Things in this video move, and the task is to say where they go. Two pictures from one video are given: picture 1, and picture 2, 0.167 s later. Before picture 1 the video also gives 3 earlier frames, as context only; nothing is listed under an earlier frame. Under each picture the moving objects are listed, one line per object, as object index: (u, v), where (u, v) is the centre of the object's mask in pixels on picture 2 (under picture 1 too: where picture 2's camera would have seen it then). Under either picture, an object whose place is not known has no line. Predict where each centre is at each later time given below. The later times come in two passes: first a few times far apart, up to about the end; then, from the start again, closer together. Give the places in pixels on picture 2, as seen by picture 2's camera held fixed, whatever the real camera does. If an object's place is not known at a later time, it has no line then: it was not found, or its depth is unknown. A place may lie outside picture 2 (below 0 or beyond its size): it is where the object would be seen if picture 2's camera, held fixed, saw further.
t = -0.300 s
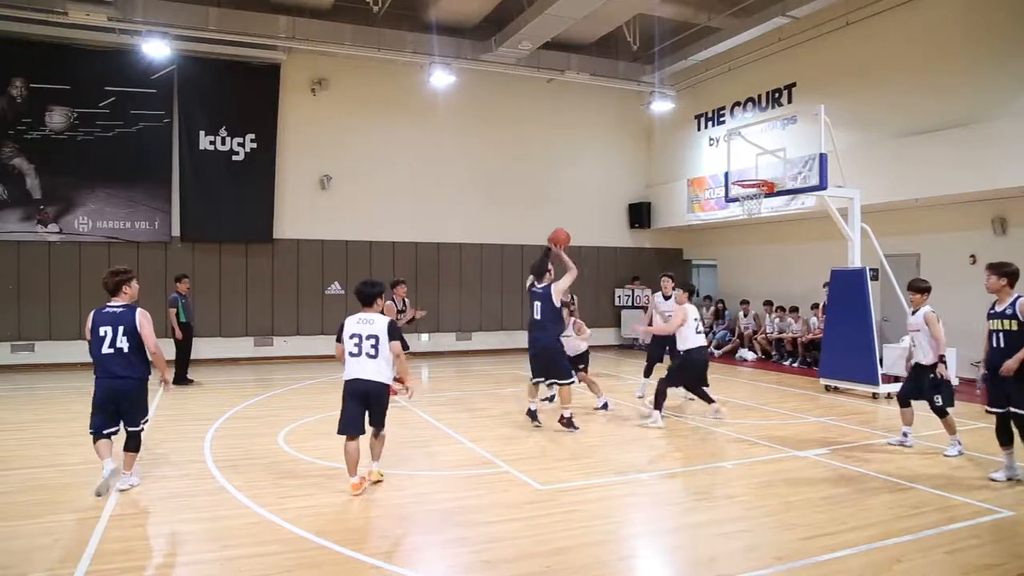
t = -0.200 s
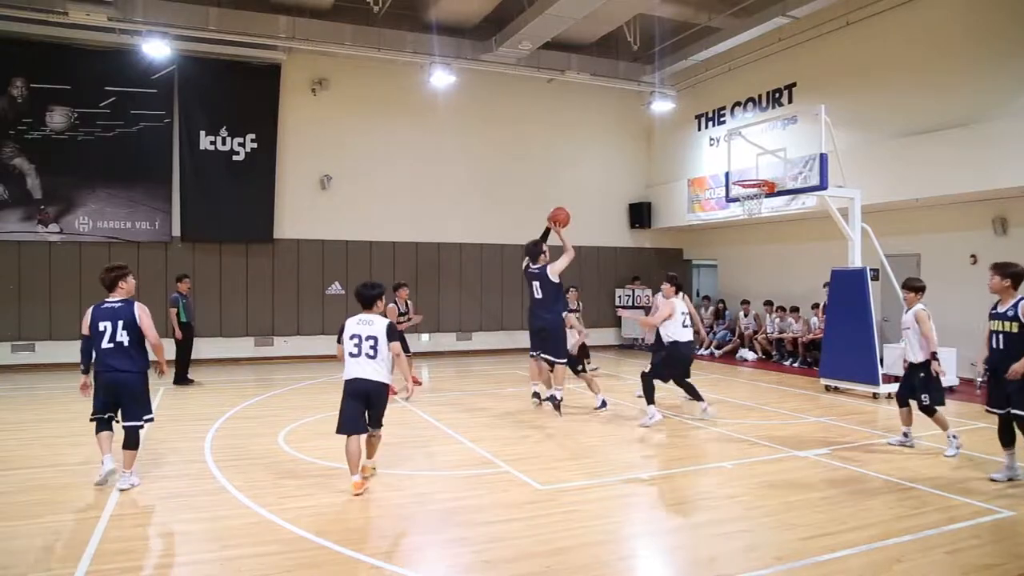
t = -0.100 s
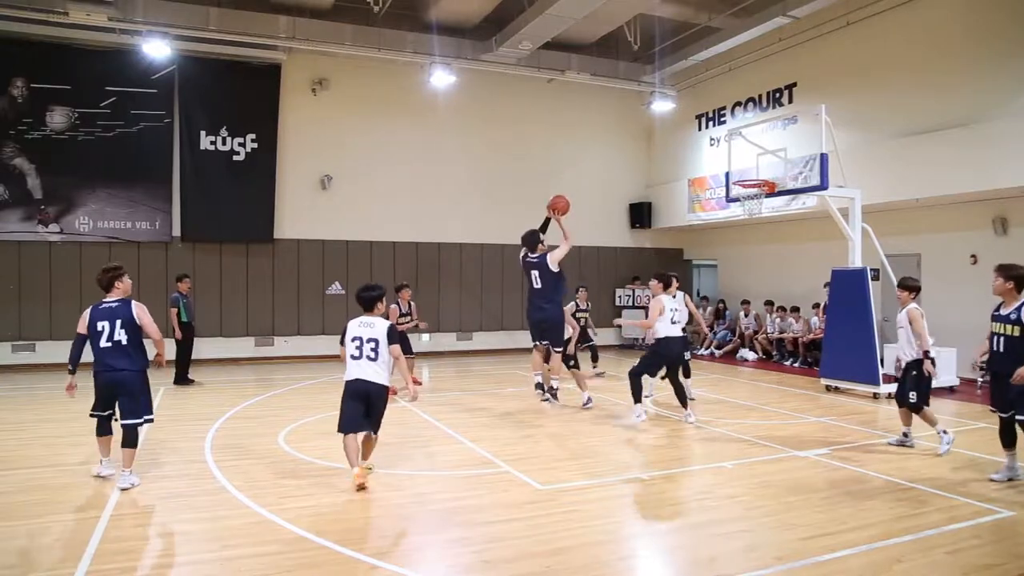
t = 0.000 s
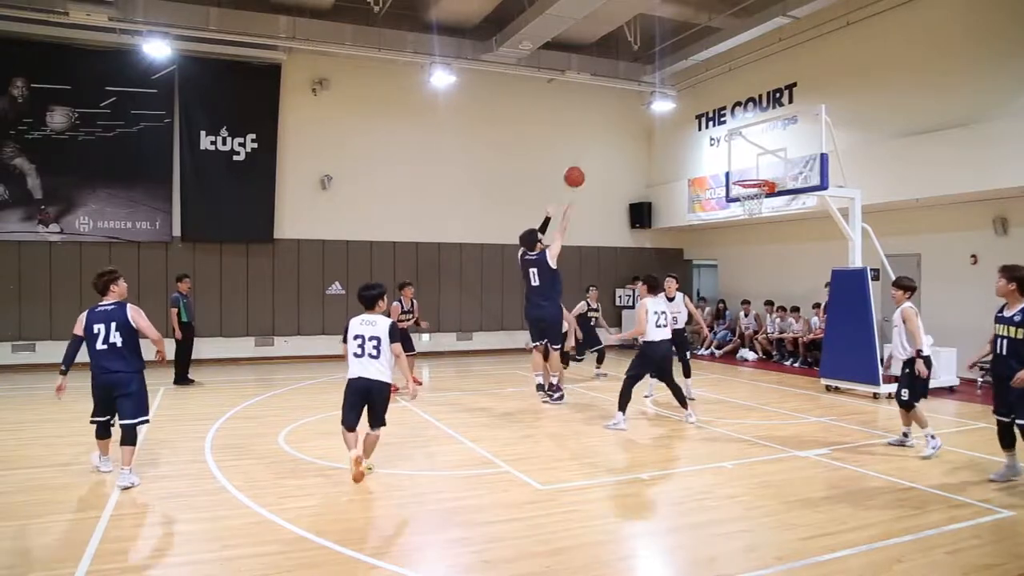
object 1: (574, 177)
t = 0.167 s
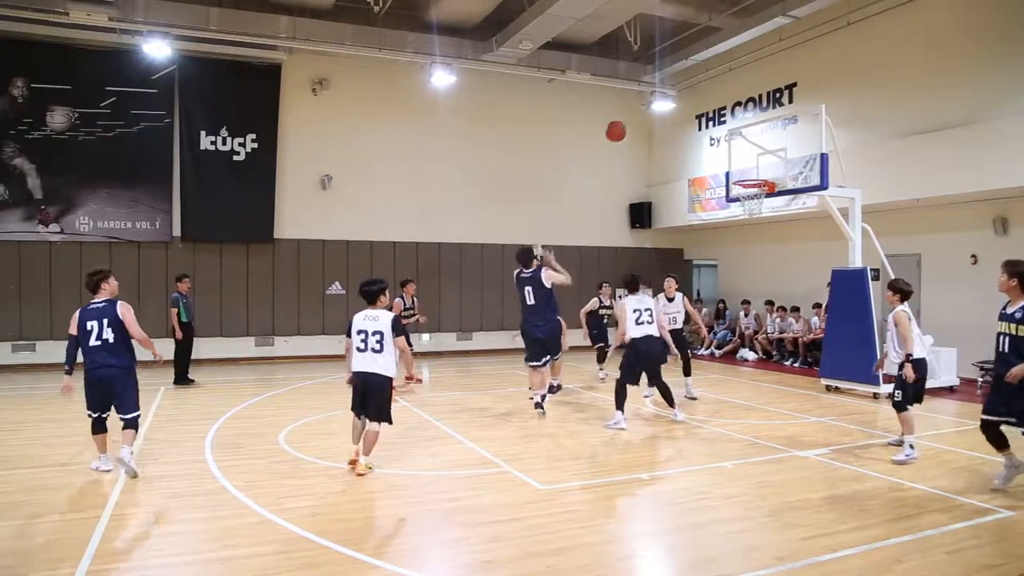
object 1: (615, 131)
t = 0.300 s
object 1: (645, 113)
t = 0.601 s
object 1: (708, 124)
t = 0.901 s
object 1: (758, 191)
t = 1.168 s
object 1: (754, 203)
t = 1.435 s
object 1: (744, 240)
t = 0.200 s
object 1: (624, 125)
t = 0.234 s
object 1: (631, 120)
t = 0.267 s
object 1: (638, 116)
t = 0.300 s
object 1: (645, 113)
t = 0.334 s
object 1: (653, 111)
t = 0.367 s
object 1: (660, 110)
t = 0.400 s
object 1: (669, 110)
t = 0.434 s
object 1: (674, 110)
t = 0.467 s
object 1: (682, 111)
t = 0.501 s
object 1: (688, 113)
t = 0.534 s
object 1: (694, 116)
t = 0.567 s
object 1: (701, 120)
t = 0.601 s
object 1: (708, 124)
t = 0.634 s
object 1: (713, 129)
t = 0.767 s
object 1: (738, 158)
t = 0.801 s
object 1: (744, 167)
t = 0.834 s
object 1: (750, 176)
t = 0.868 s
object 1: (755, 183)
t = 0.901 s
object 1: (758, 191)
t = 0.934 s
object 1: (762, 196)
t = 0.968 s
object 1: (763, 197)
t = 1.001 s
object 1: (762, 198)
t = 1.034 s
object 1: (760, 197)
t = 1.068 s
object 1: (759, 198)
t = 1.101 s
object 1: (758, 199)
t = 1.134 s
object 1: (756, 201)
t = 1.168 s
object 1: (754, 203)
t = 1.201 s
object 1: (753, 203)
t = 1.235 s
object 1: (751, 208)
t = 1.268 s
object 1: (749, 213)
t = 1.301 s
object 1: (748, 216)
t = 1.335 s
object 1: (747, 221)
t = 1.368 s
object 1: (746, 227)
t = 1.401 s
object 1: (745, 233)
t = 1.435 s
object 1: (744, 240)
